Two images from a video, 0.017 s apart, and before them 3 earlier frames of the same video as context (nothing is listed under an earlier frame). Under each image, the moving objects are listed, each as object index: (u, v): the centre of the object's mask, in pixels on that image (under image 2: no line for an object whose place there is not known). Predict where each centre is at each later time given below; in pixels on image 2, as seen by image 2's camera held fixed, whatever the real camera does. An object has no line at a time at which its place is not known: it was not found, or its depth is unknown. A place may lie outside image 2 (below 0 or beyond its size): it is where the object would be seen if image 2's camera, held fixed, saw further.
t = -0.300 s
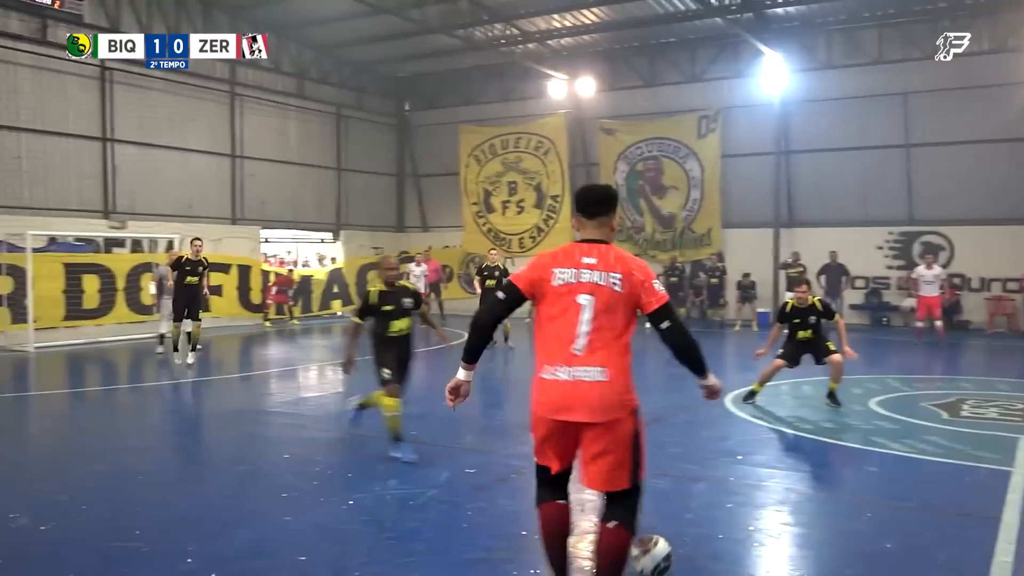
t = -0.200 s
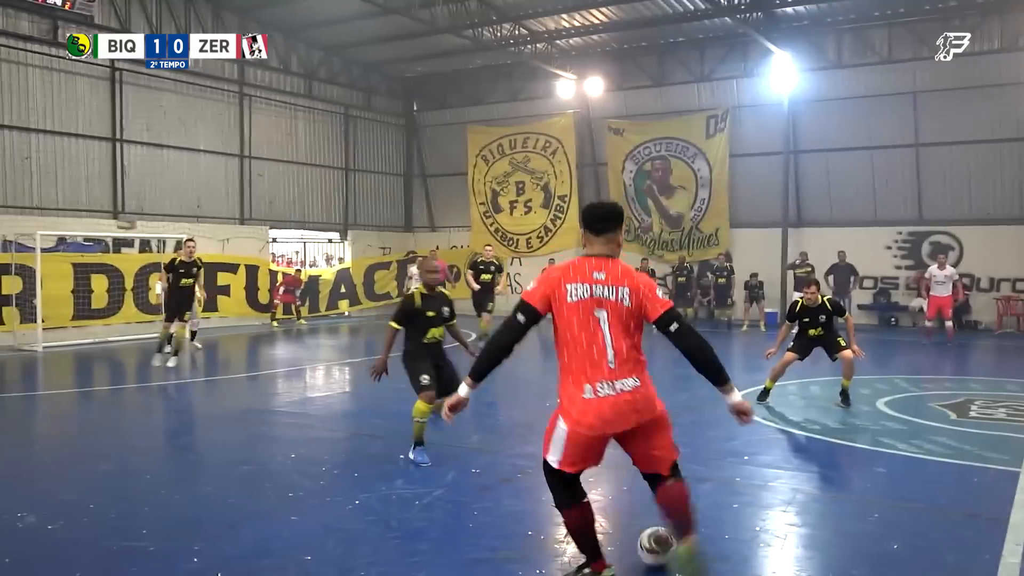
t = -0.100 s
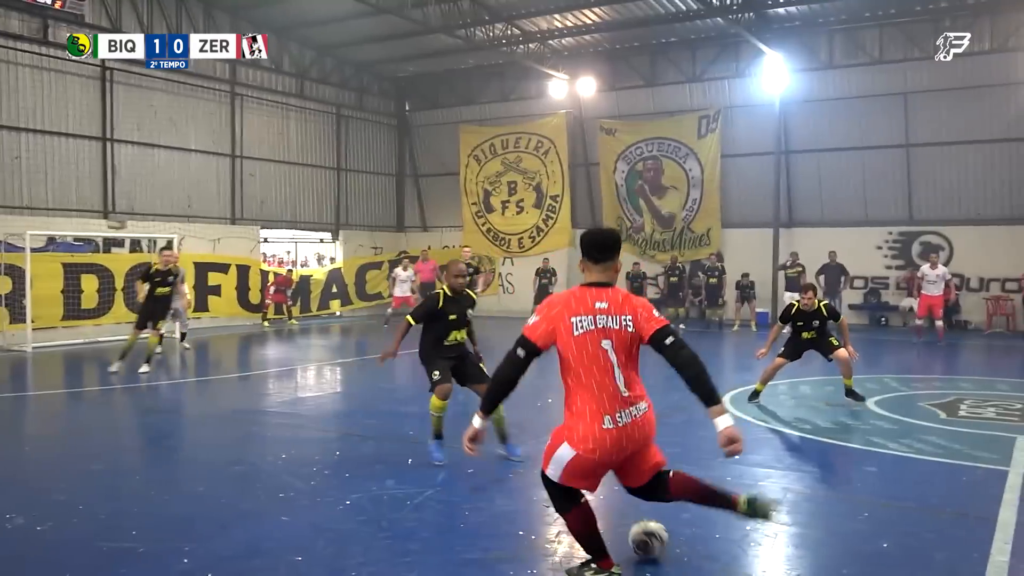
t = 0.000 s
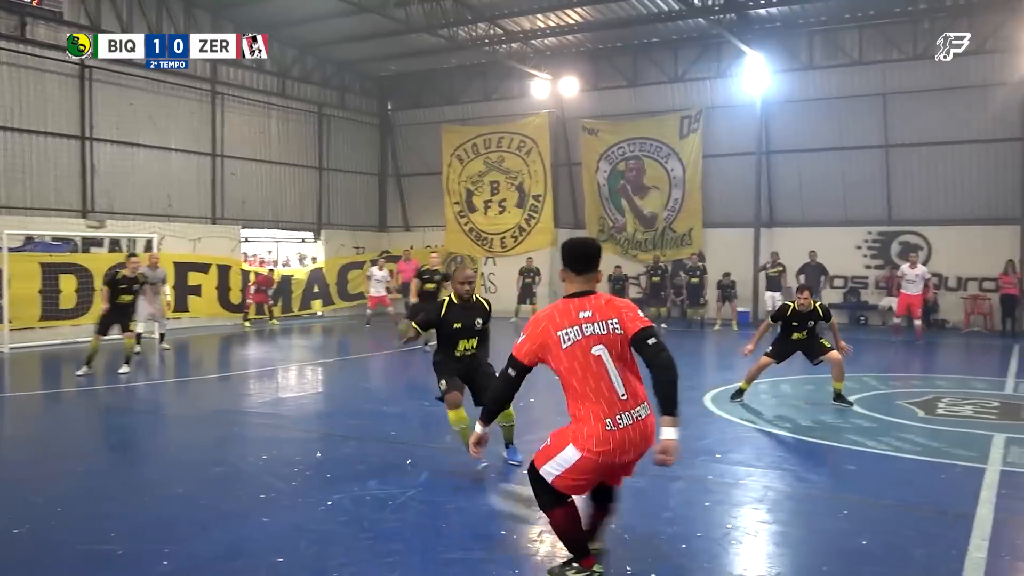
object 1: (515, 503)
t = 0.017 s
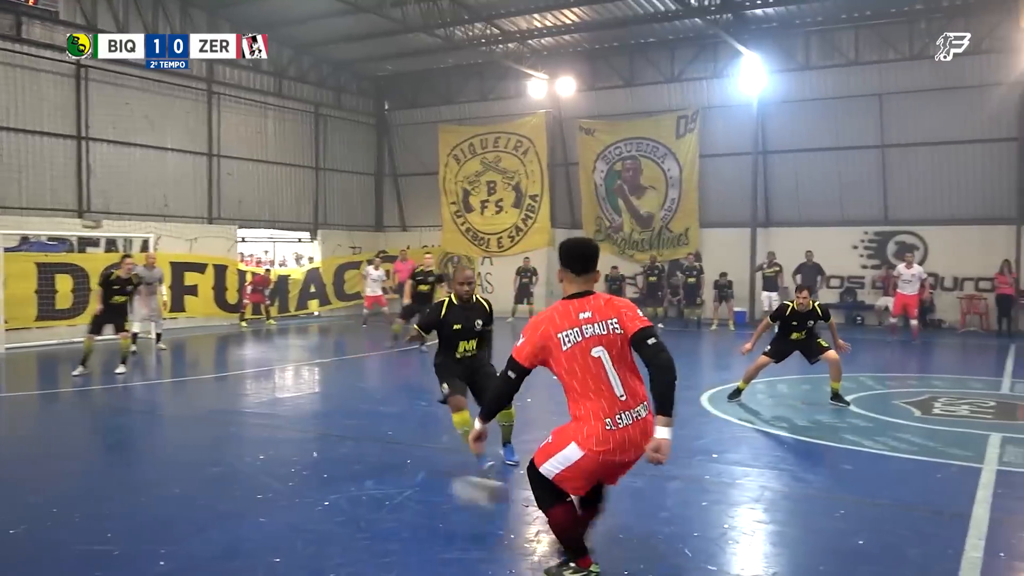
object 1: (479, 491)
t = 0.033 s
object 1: (443, 484)
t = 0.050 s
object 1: (409, 477)
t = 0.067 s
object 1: (377, 472)
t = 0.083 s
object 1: (345, 467)
